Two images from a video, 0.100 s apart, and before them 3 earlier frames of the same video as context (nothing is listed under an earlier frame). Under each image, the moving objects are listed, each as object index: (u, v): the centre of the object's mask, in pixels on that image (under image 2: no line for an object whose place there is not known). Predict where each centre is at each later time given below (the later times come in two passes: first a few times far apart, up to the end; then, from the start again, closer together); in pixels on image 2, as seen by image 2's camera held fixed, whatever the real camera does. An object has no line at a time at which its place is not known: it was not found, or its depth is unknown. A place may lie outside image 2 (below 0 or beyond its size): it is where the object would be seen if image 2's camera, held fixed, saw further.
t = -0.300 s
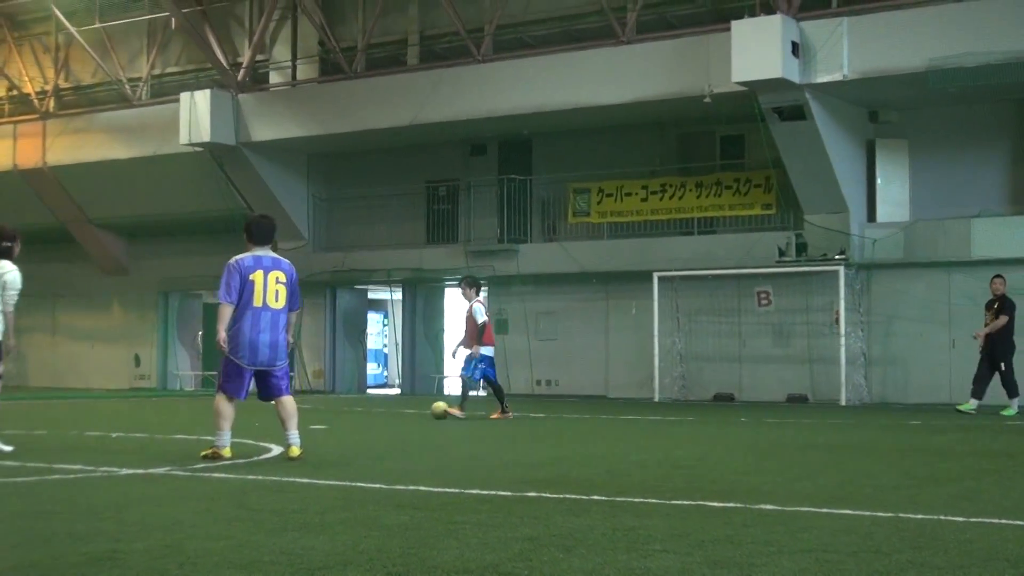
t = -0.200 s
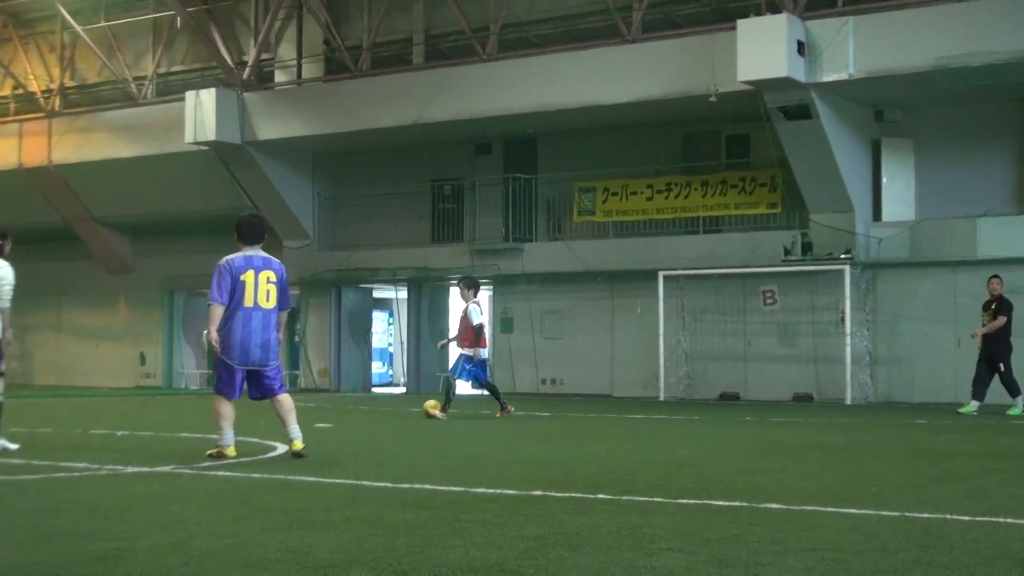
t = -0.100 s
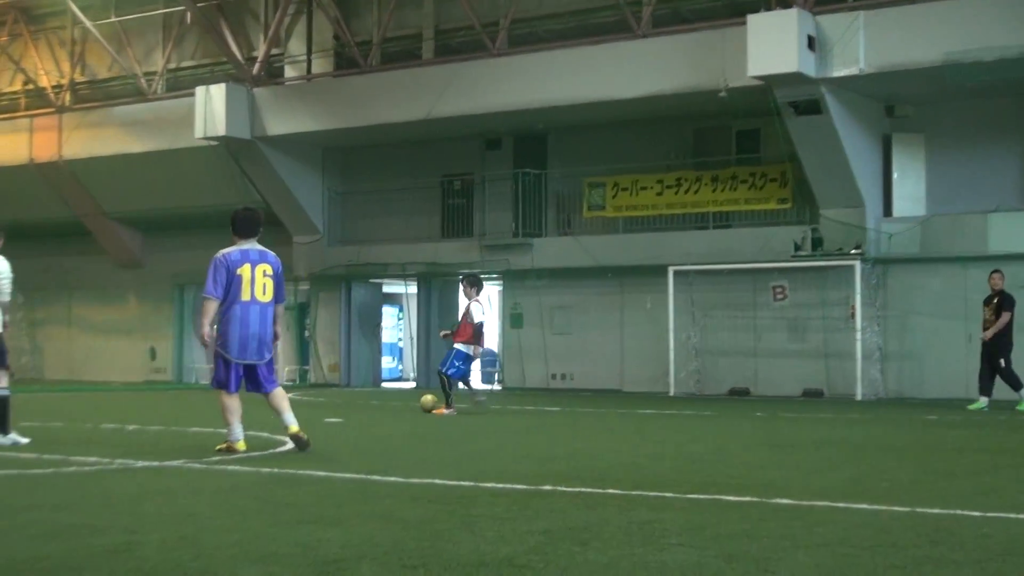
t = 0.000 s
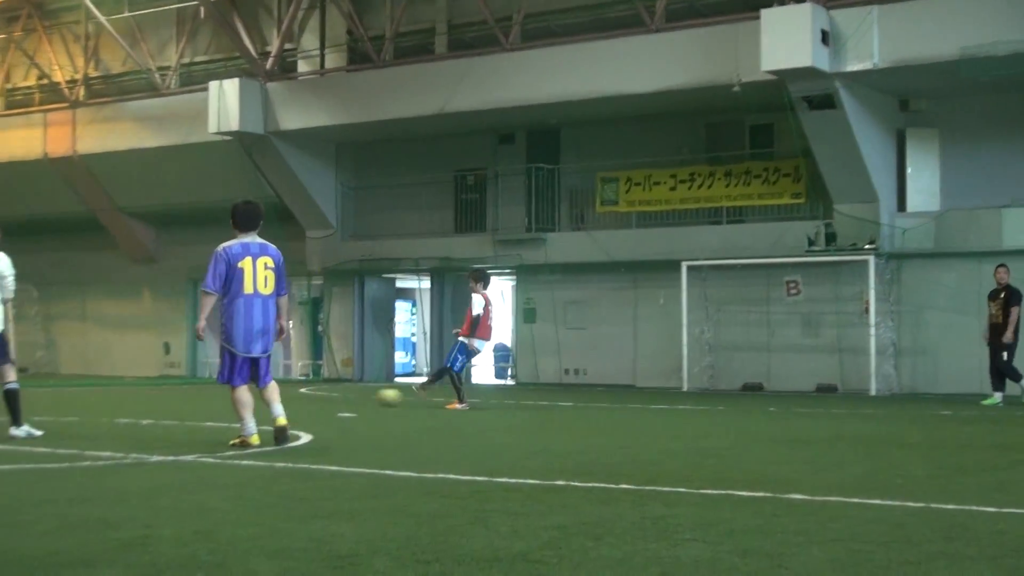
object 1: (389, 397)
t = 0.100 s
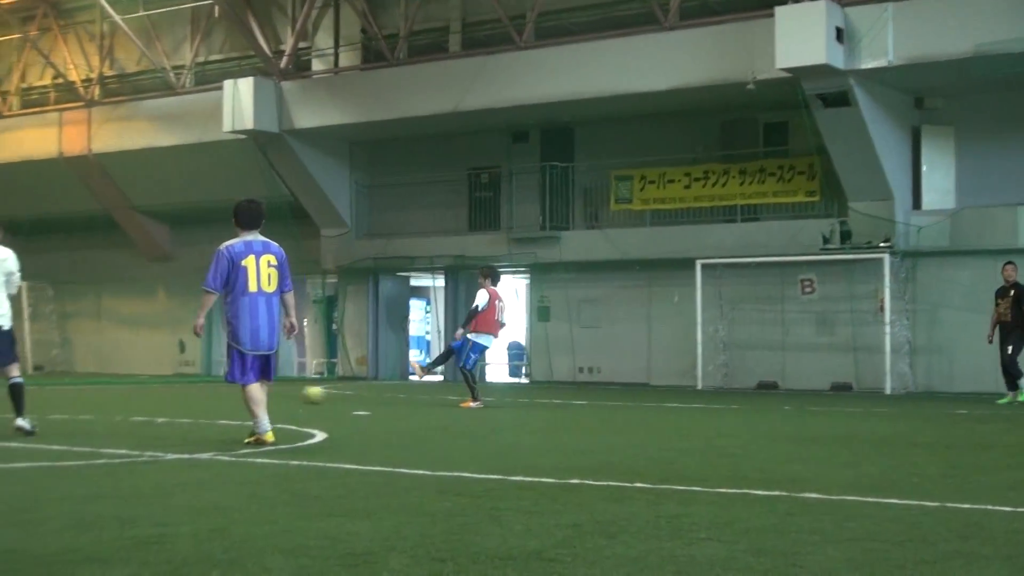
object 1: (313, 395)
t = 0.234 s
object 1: (204, 393)
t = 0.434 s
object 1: (66, 390)
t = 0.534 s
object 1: (5, 391)
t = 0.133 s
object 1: (286, 393)
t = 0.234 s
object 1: (204, 393)
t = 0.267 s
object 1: (181, 392)
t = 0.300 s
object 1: (156, 391)
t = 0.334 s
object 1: (133, 392)
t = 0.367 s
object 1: (109, 393)
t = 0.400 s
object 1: (87, 392)
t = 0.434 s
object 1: (66, 390)
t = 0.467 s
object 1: (45, 390)
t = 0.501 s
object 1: (25, 391)
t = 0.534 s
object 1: (5, 391)
